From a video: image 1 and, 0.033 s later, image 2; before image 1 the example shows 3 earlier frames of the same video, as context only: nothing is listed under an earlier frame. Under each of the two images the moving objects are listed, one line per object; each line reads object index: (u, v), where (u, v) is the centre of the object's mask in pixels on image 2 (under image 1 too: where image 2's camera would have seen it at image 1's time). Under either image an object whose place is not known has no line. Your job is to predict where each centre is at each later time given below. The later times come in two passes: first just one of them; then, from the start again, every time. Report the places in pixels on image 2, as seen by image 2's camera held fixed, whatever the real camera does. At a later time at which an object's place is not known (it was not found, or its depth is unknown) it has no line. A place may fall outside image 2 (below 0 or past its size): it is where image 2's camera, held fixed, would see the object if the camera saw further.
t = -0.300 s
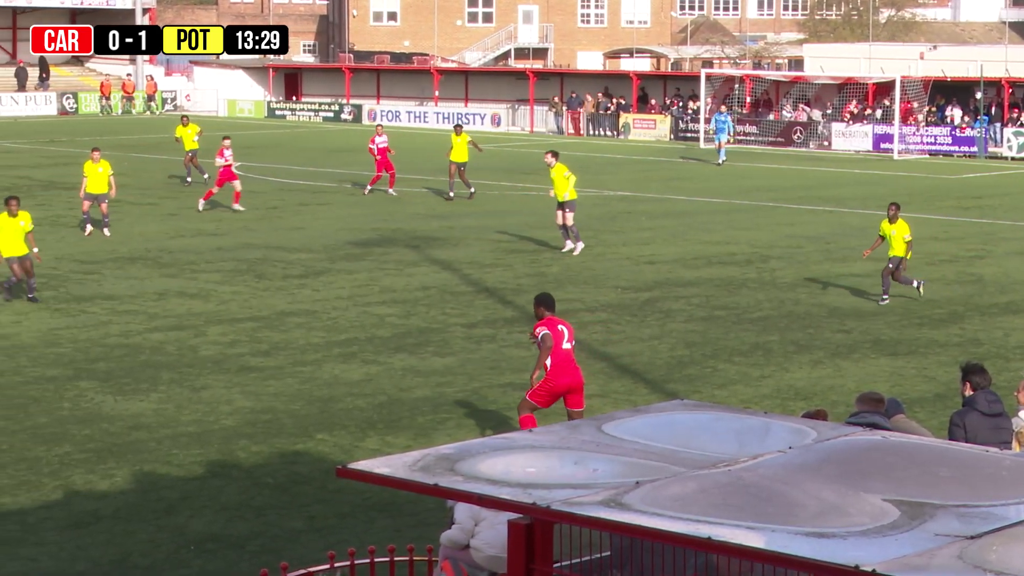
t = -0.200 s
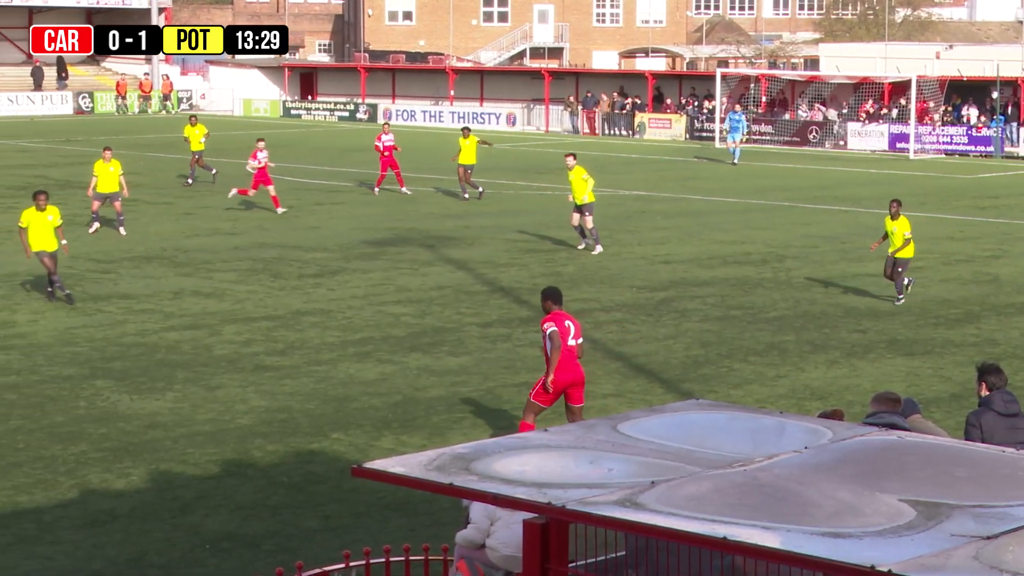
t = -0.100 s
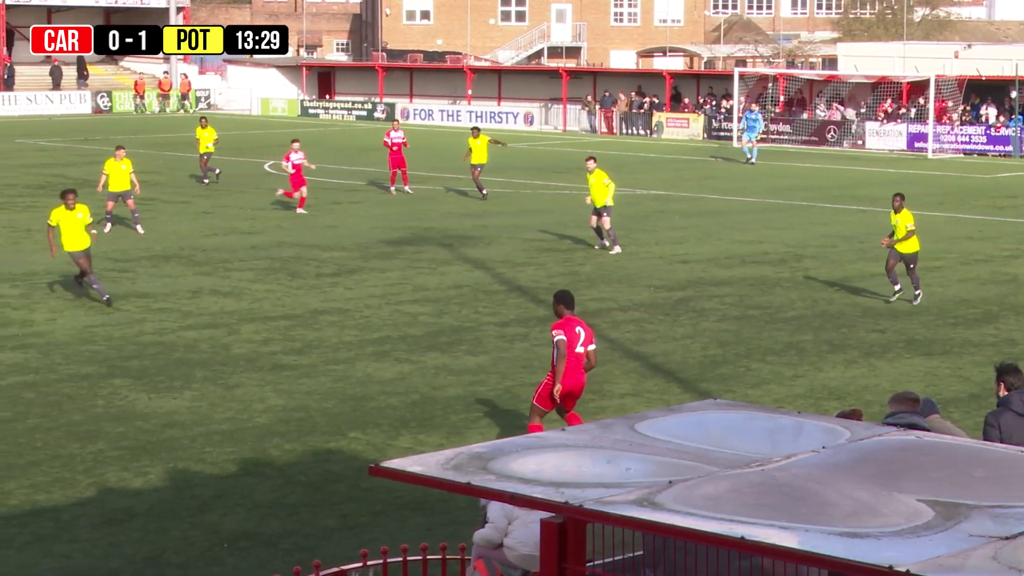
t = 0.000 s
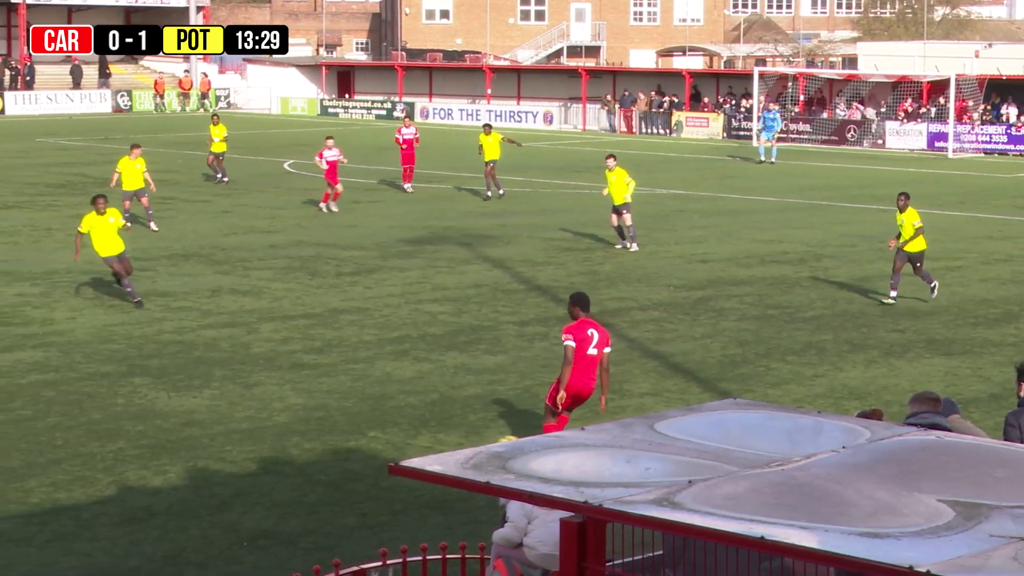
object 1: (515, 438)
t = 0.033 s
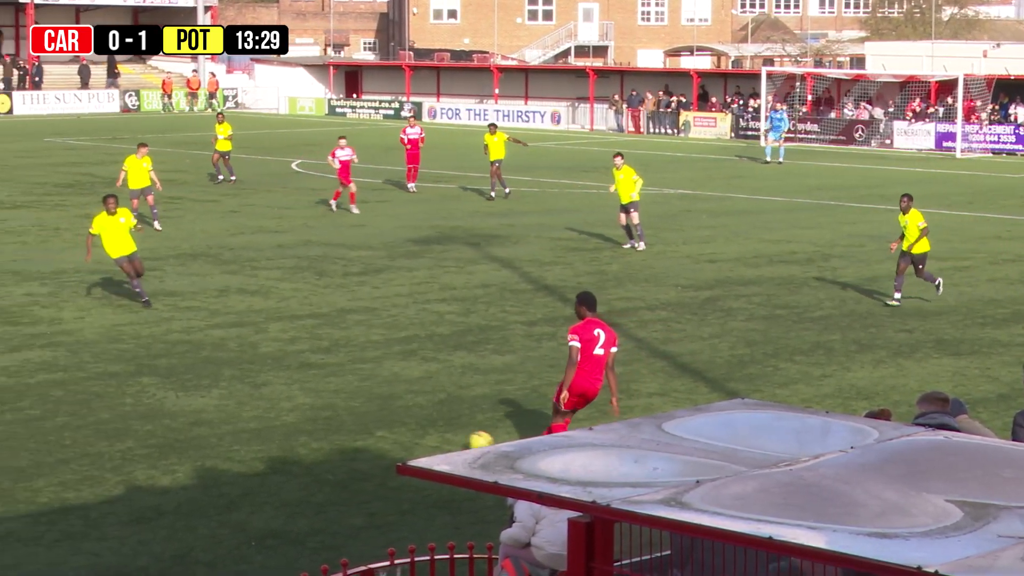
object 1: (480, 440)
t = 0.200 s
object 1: (316, 426)
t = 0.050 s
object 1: (463, 439)
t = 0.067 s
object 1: (446, 438)
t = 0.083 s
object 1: (429, 435)
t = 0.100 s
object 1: (412, 433)
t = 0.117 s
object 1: (395, 432)
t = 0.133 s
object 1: (379, 430)
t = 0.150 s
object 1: (363, 429)
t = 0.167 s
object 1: (347, 427)
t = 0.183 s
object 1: (331, 427)
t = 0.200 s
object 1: (316, 426)
